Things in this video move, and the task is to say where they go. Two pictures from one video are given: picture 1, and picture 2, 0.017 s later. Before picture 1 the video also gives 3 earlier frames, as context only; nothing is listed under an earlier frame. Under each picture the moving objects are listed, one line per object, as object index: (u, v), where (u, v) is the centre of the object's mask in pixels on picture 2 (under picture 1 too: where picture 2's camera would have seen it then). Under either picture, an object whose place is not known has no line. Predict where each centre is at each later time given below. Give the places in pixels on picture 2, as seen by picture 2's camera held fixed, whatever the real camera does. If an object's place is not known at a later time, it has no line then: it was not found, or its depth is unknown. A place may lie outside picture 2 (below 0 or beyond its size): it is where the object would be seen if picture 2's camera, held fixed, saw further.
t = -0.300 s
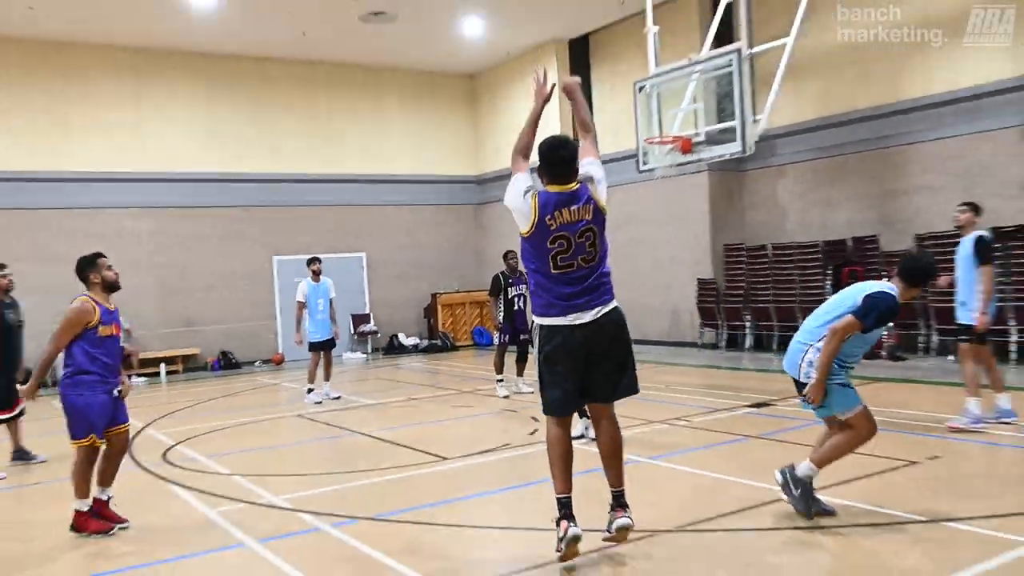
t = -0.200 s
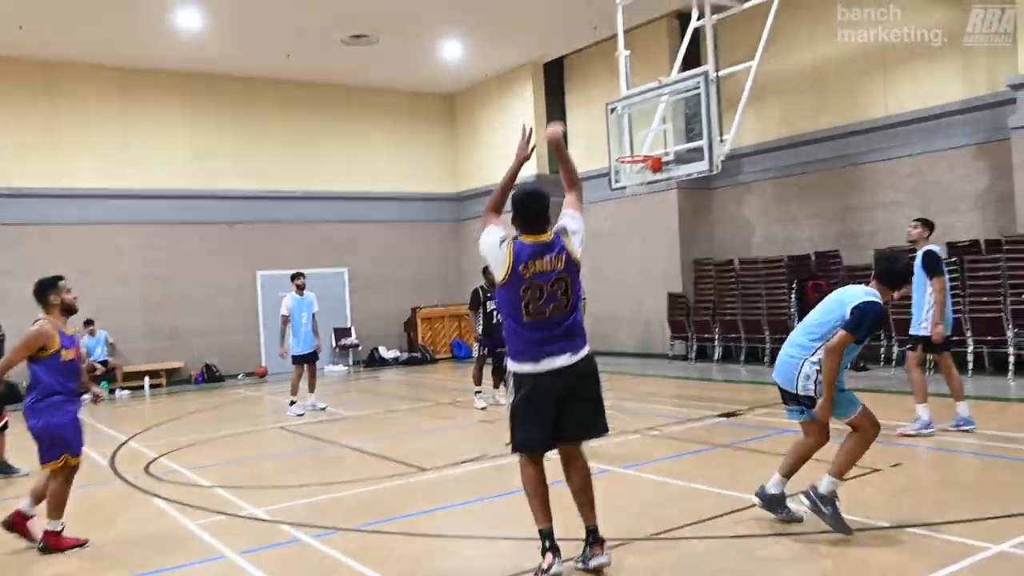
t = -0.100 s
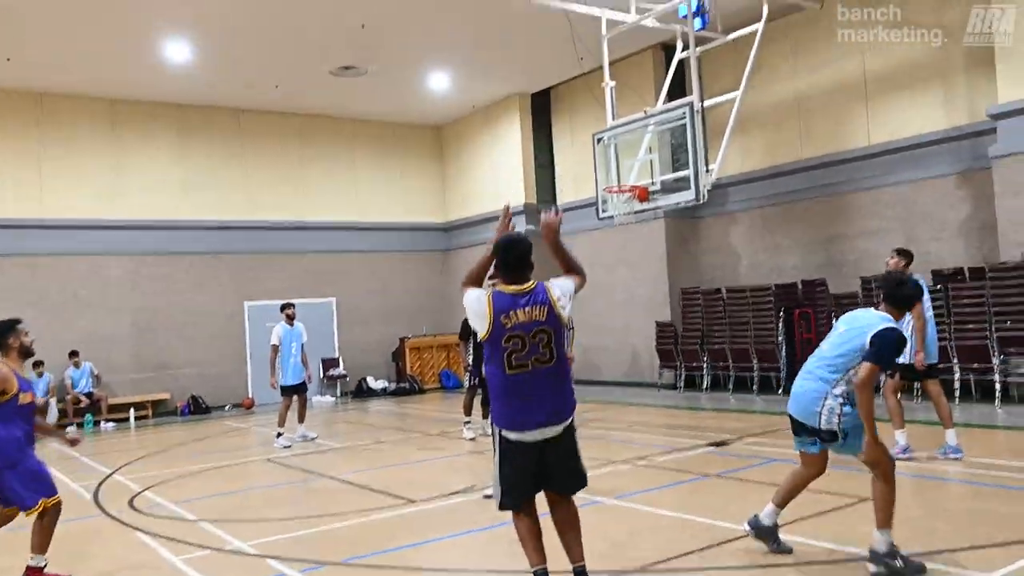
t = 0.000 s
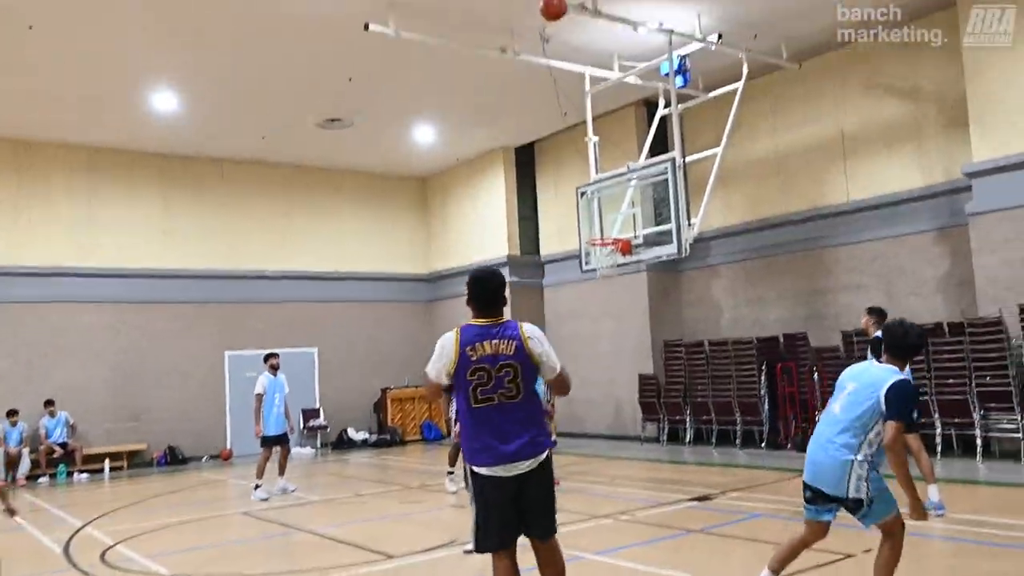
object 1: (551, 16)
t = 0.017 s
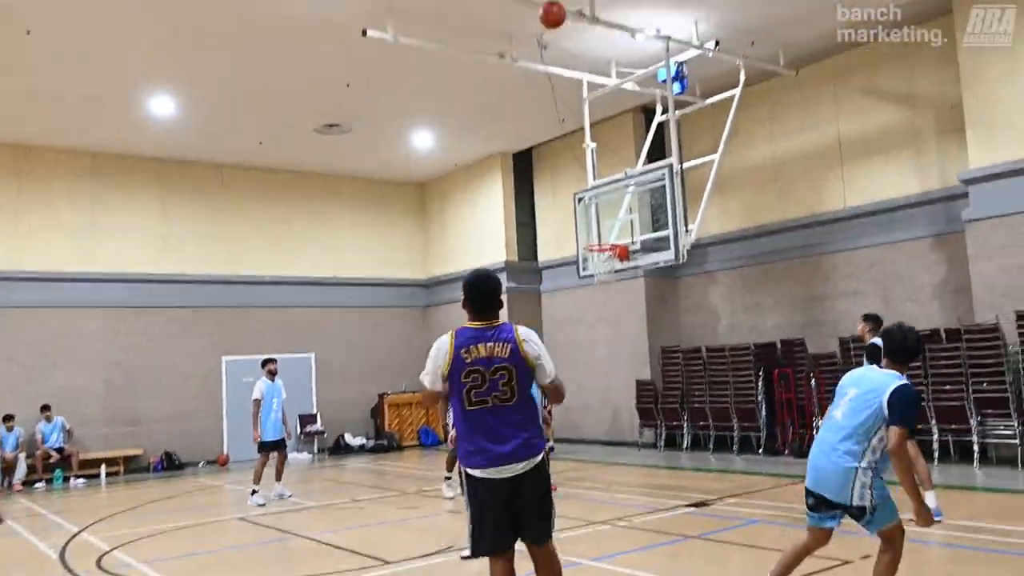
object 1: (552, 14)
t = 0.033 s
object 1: (553, 17)
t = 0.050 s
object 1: (555, 19)
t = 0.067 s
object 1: (556, 22)
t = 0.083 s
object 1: (557, 24)
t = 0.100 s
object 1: (559, 26)
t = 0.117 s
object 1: (560, 29)
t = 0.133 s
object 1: (561, 33)
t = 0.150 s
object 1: (562, 36)
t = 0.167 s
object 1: (563, 40)
